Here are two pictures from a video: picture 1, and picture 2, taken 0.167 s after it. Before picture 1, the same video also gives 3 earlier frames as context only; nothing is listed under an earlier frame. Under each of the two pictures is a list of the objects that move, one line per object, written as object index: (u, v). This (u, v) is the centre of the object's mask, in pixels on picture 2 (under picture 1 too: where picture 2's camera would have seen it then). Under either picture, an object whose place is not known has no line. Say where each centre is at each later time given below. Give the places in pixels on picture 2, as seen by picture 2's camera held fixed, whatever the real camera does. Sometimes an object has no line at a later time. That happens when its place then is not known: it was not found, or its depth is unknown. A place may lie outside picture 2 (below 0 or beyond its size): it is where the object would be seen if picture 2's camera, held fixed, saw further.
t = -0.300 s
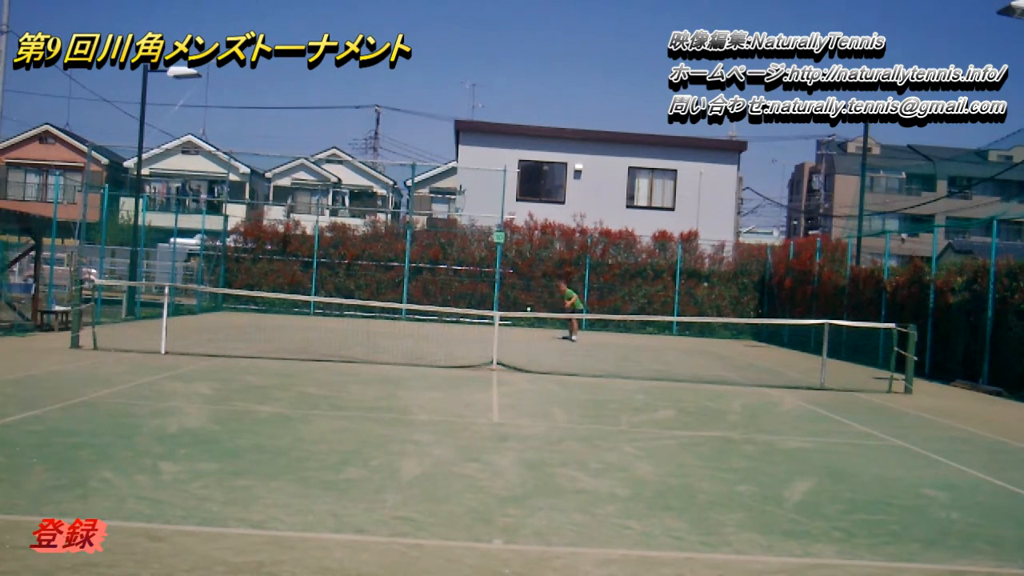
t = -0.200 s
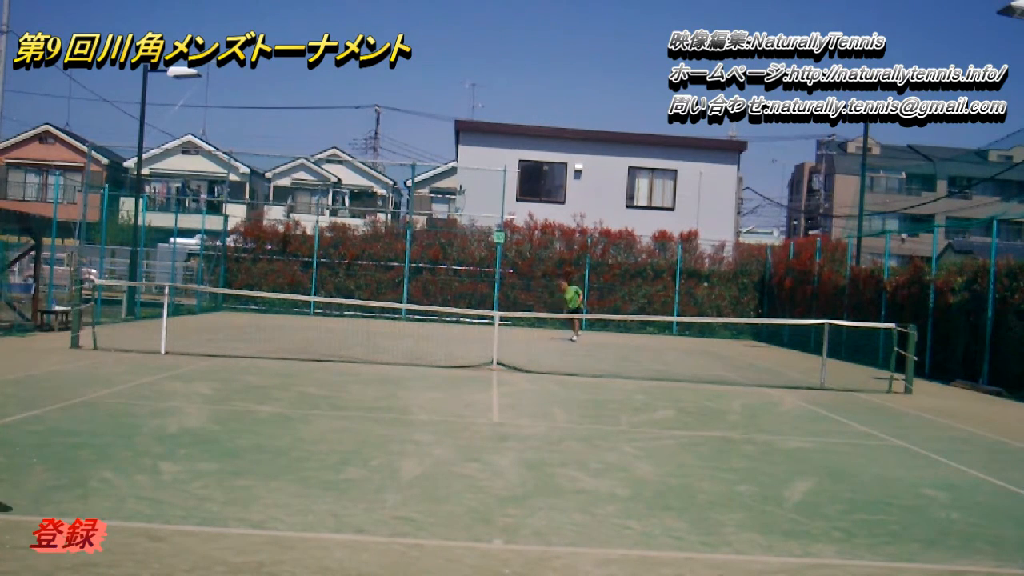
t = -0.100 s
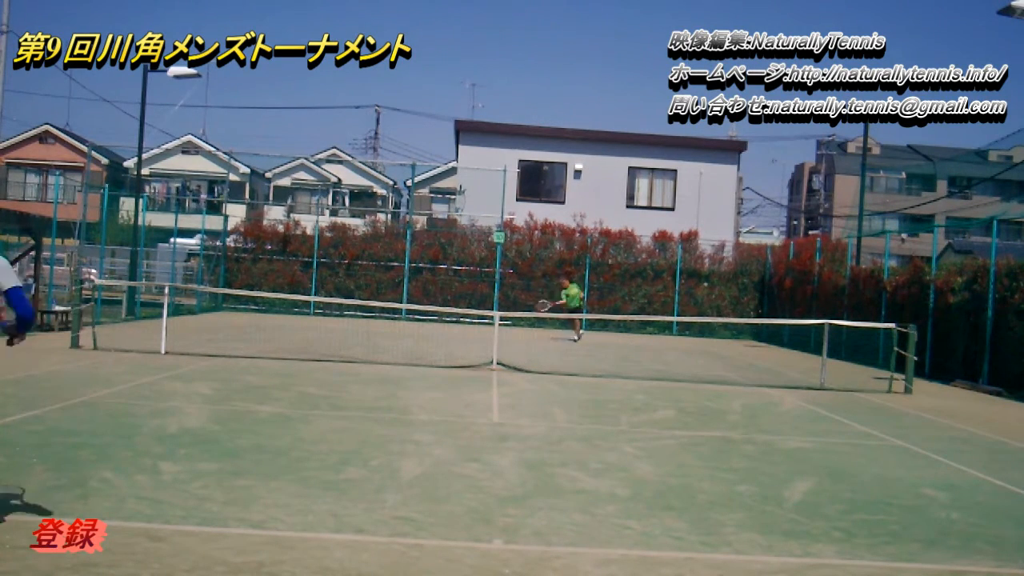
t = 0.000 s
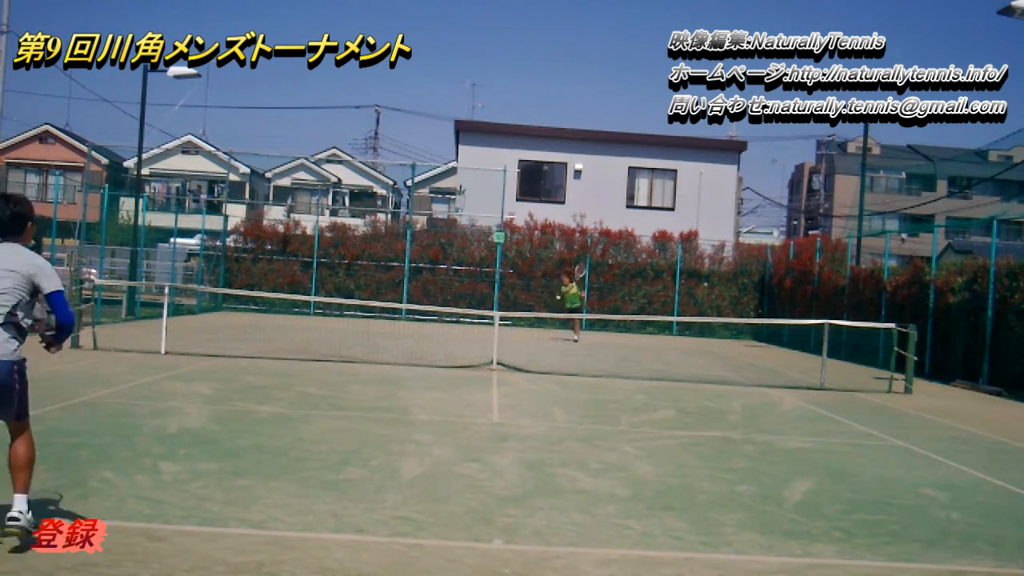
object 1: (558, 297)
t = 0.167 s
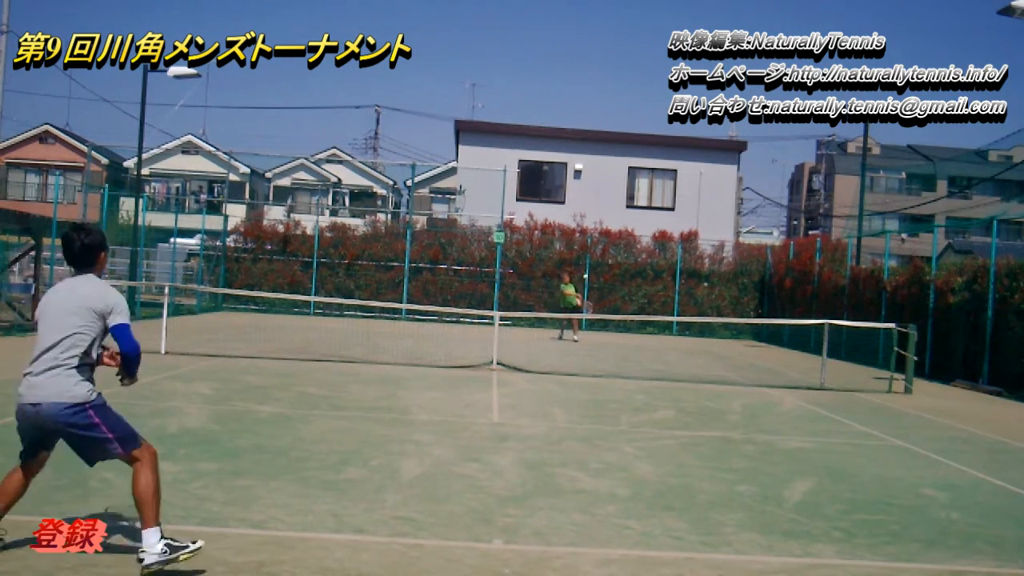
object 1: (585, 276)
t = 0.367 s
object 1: (634, 276)
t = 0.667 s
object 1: (776, 391)
